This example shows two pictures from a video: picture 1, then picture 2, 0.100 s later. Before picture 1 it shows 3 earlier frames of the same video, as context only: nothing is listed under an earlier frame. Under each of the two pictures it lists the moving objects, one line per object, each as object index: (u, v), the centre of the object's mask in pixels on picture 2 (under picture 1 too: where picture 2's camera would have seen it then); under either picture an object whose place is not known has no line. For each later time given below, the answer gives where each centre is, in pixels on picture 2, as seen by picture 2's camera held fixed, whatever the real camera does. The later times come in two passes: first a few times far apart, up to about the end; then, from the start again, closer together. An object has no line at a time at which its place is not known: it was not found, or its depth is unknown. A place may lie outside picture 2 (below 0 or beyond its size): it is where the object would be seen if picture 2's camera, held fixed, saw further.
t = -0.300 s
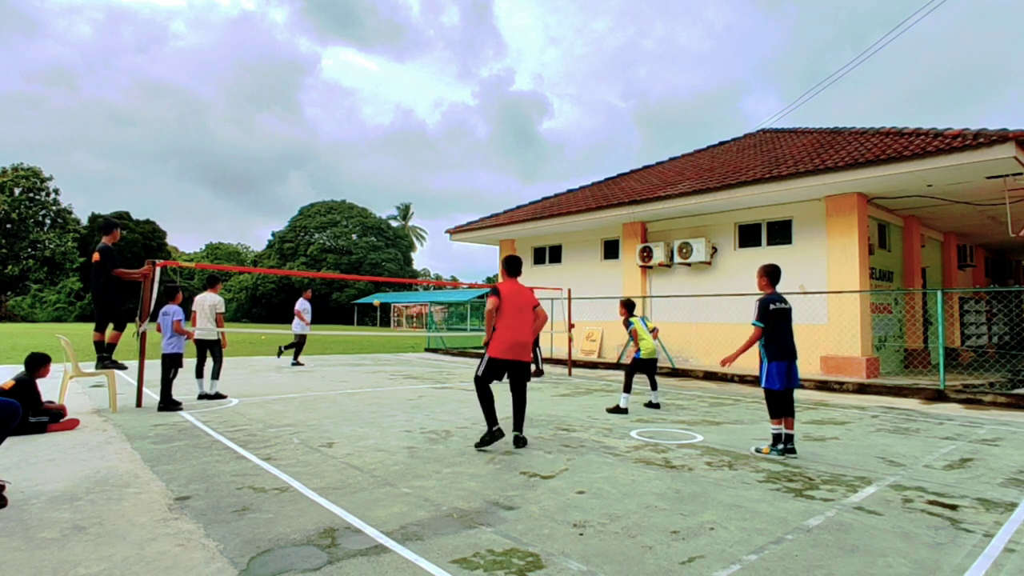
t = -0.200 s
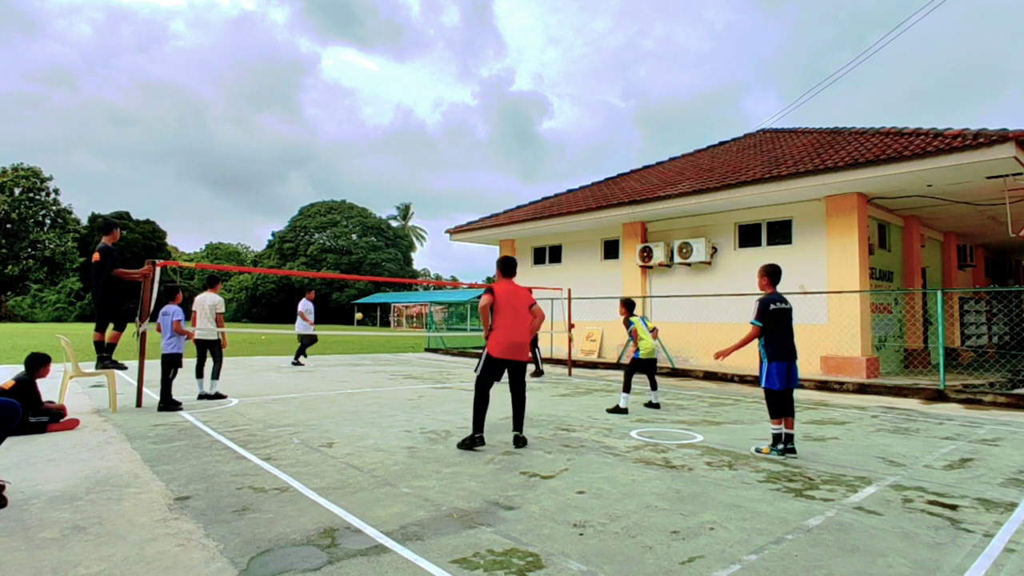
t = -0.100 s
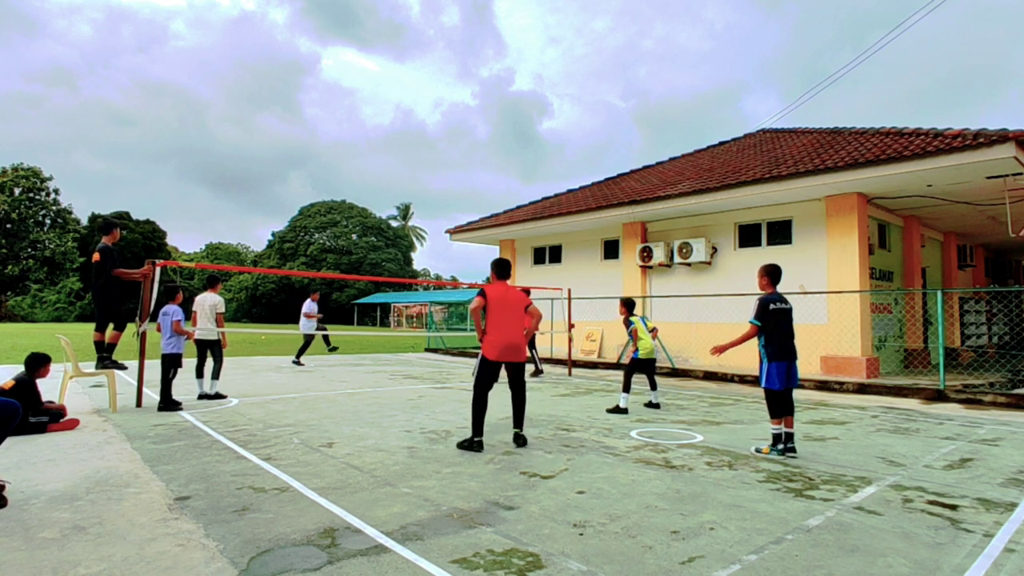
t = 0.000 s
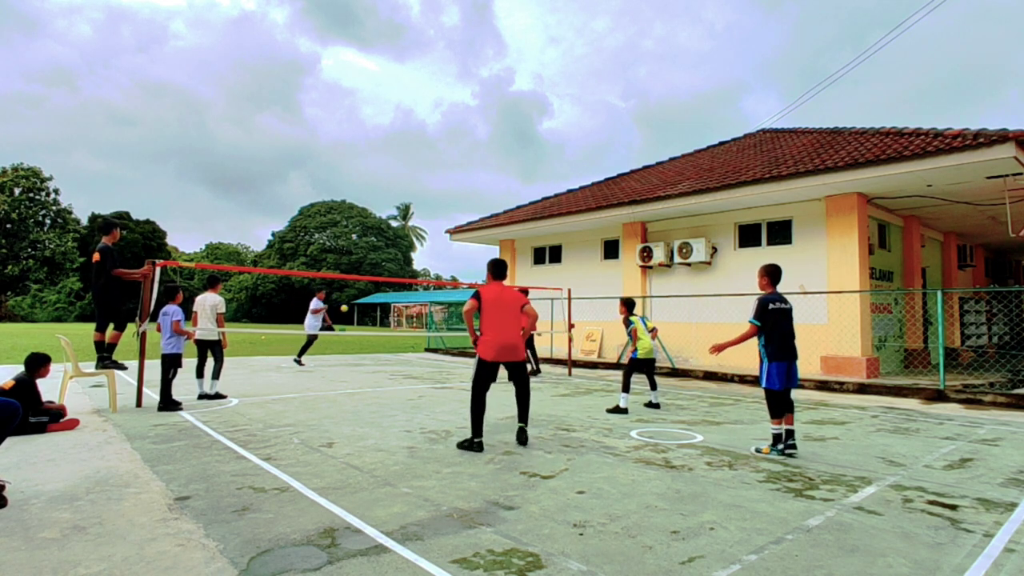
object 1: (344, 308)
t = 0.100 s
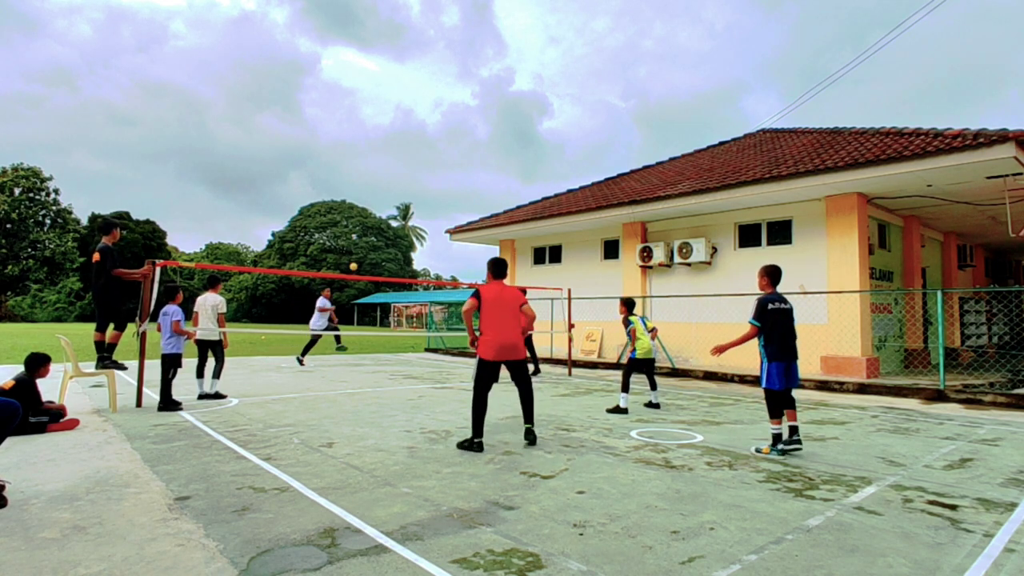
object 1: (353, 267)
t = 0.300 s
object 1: (374, 189)
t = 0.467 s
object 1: (393, 132)
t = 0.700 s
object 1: (426, 65)
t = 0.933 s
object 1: (468, 20)
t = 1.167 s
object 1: (528, 11)
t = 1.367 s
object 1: (608, 58)
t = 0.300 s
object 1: (374, 189)
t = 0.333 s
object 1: (378, 177)
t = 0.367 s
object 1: (381, 165)
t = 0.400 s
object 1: (385, 154)
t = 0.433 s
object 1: (389, 143)
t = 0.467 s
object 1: (393, 132)
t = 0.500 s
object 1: (398, 121)
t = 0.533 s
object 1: (402, 111)
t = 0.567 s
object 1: (406, 101)
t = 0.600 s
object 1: (411, 91)
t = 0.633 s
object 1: (416, 82)
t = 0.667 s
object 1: (421, 73)
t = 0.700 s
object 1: (426, 65)
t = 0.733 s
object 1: (431, 57)
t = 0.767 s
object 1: (437, 50)
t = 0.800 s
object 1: (442, 42)
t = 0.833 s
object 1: (448, 36)
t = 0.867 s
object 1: (454, 30)
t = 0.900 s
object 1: (461, 25)
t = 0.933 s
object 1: (468, 20)
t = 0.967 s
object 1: (475, 16)
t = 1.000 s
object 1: (483, 13)
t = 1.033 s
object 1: (491, 10)
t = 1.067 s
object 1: (499, 9)
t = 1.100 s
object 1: (508, 8)
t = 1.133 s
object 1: (518, 9)
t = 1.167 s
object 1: (528, 11)
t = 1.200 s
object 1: (539, 15)
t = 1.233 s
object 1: (551, 19)
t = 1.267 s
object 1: (563, 26)
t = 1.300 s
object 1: (577, 34)
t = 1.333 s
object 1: (592, 45)
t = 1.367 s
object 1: (608, 58)
